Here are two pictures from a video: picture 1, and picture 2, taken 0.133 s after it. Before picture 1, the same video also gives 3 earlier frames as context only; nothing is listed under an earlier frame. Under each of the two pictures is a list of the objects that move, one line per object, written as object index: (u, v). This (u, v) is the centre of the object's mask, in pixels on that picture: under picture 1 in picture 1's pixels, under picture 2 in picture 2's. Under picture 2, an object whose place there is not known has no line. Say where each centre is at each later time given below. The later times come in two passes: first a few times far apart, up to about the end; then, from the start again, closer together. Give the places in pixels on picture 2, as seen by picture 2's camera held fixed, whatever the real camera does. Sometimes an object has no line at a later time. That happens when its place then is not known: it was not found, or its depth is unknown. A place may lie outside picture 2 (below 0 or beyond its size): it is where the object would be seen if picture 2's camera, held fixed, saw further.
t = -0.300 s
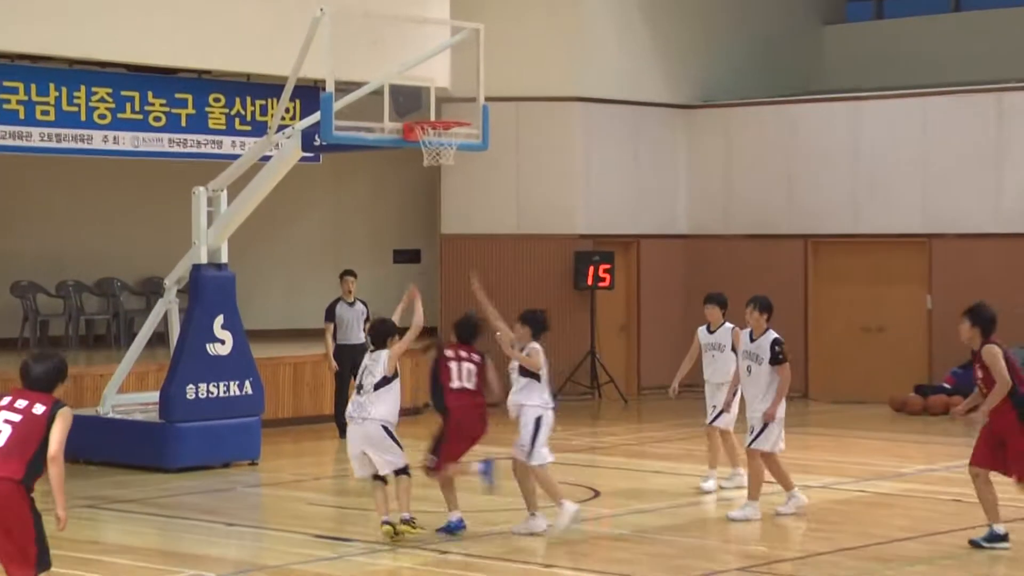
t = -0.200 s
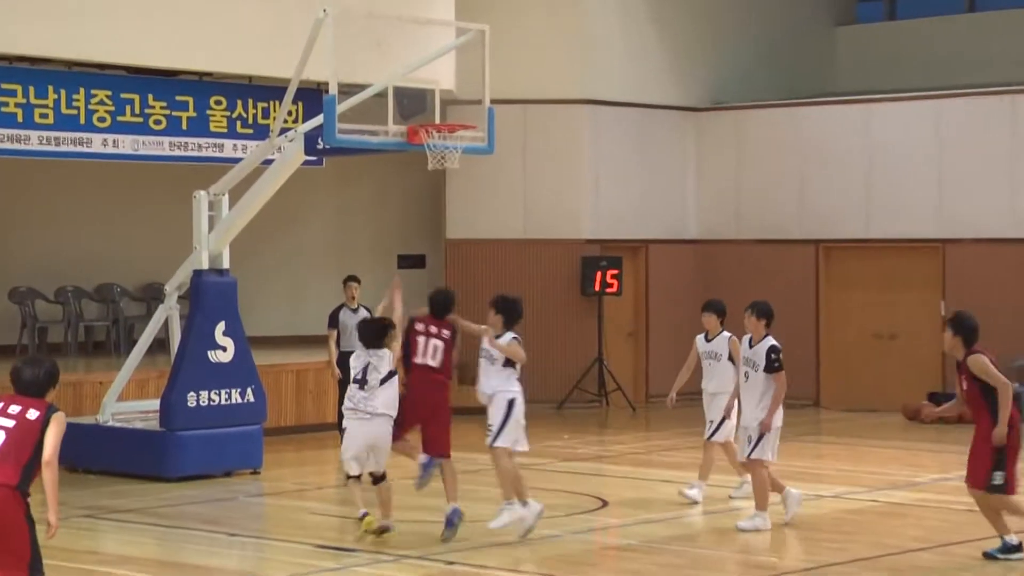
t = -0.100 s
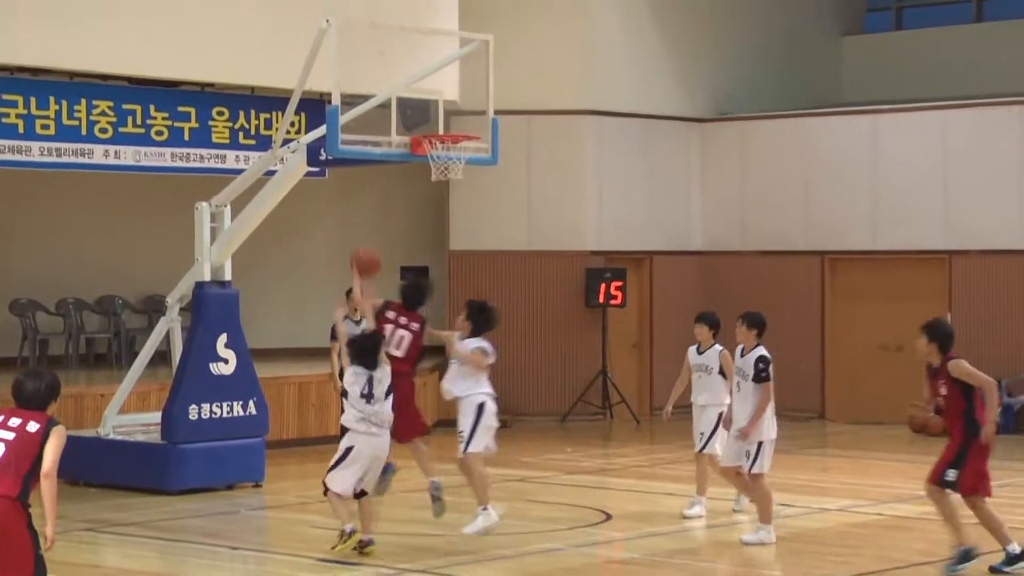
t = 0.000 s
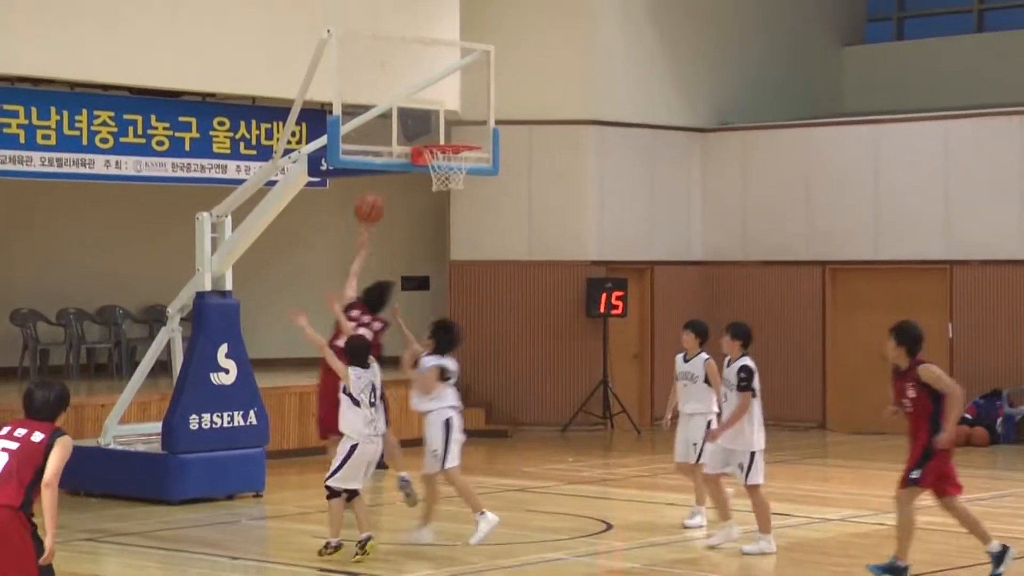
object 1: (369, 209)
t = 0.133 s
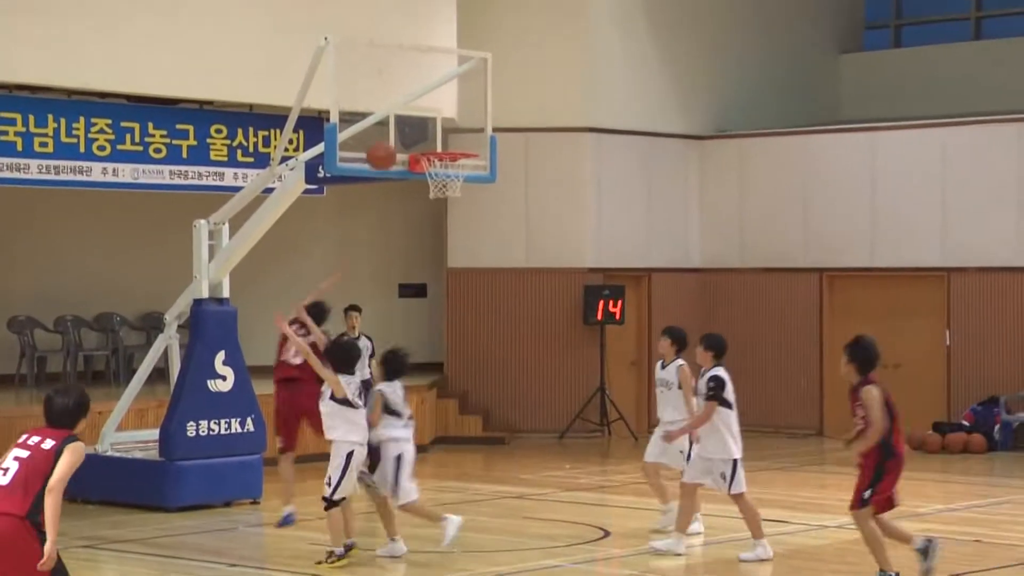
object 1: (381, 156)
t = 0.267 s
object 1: (394, 120)
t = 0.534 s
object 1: (449, 108)
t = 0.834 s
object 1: (530, 188)
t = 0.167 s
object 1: (384, 144)
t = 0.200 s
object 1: (389, 134)
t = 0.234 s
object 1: (392, 127)
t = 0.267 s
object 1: (394, 120)
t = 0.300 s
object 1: (398, 115)
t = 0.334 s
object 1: (401, 111)
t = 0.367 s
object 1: (405, 108)
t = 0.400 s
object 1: (411, 106)
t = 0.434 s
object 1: (421, 104)
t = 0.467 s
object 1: (430, 104)
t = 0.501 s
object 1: (440, 105)
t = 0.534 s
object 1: (449, 108)
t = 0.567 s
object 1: (458, 112)
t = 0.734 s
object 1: (503, 150)
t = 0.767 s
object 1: (512, 162)
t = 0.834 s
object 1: (530, 188)
